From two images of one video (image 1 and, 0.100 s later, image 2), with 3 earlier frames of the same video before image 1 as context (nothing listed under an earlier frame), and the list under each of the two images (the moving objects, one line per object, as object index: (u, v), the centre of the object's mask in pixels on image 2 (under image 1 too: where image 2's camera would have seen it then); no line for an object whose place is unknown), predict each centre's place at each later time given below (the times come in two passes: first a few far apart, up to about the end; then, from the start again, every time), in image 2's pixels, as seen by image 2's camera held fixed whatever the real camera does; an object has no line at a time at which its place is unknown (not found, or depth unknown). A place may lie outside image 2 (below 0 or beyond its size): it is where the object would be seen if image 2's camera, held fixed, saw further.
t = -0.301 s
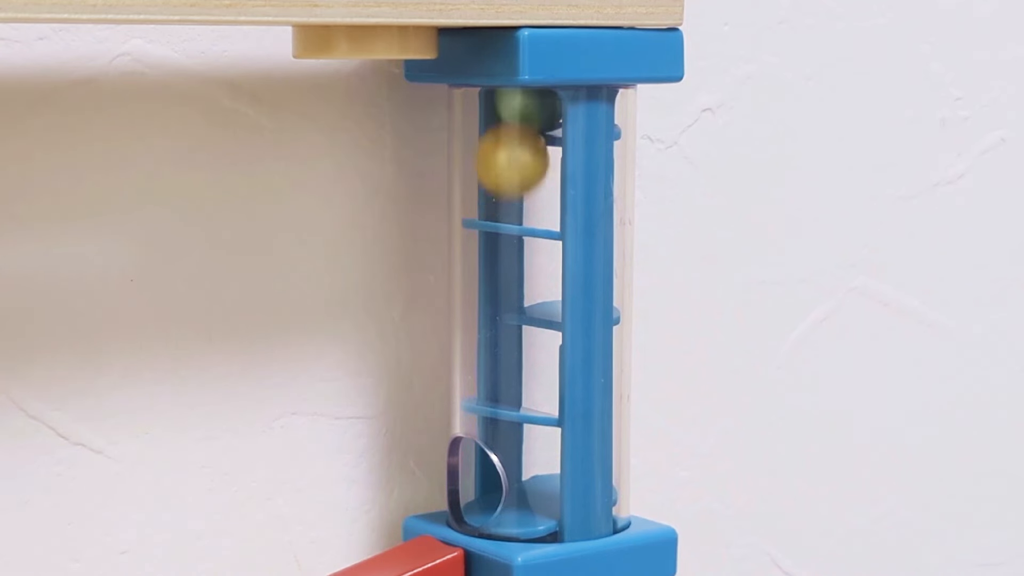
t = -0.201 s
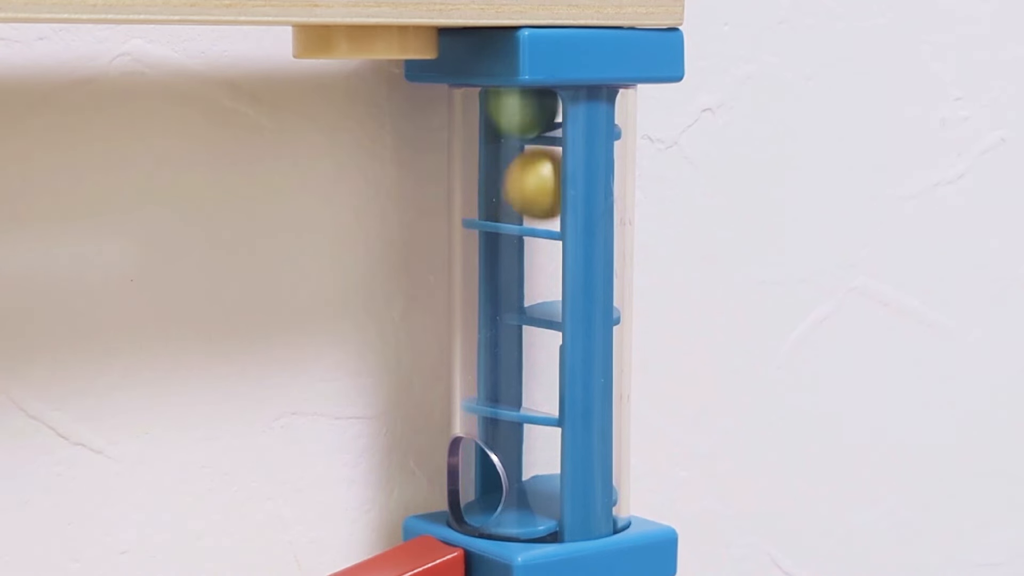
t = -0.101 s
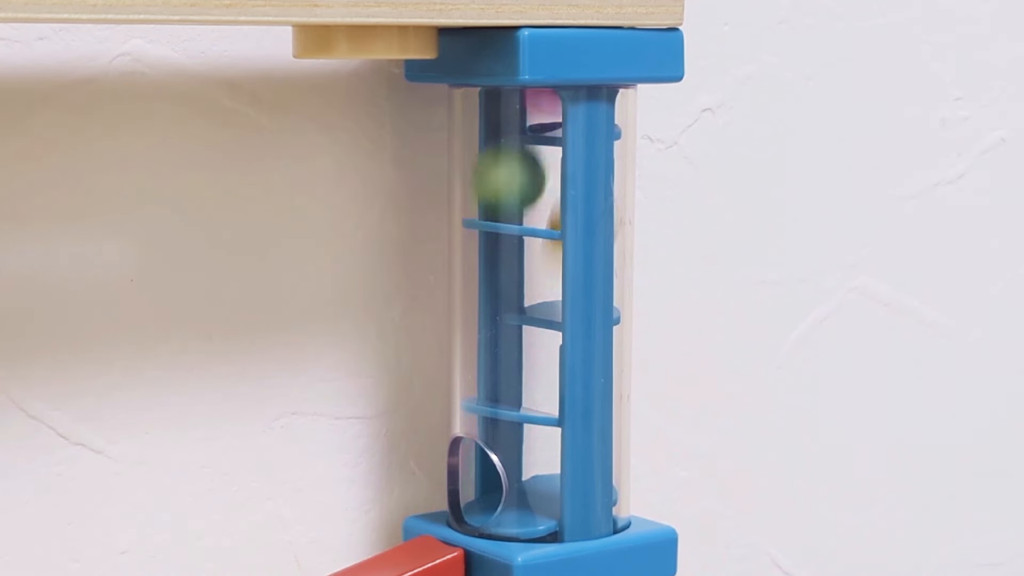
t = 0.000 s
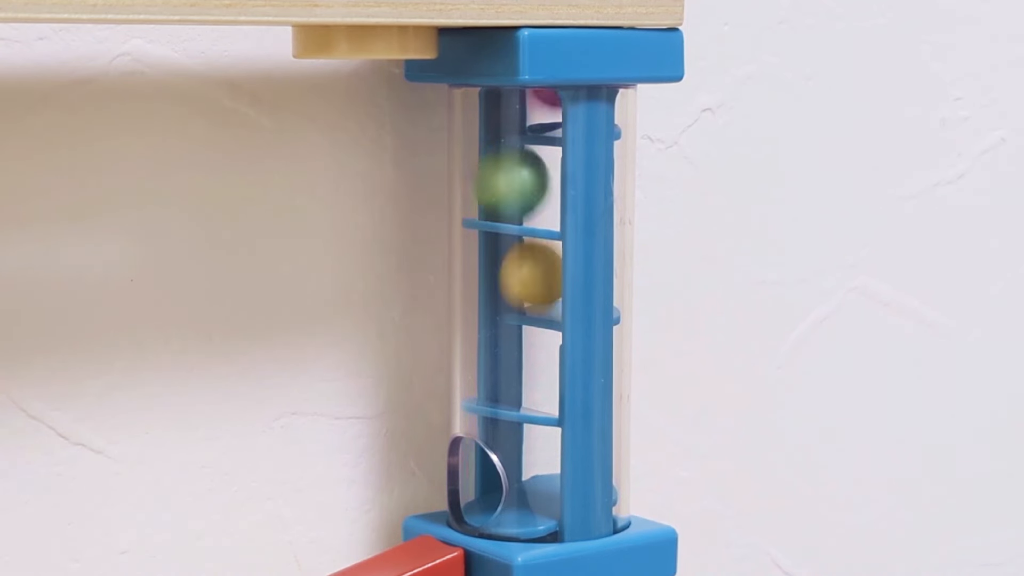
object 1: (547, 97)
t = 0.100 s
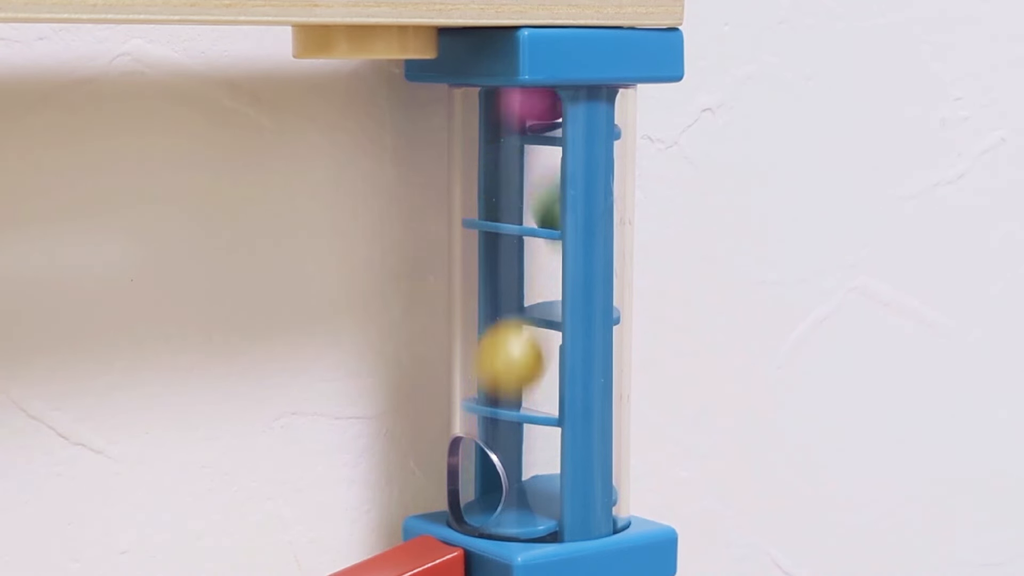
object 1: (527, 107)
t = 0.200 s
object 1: (498, 175)
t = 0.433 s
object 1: (550, 268)
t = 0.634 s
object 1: (504, 350)
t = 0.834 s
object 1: (551, 415)
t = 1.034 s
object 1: (500, 467)
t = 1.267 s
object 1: (422, 521)
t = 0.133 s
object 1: (504, 136)
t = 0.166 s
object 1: (508, 179)
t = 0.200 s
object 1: (498, 175)
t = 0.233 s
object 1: (506, 176)
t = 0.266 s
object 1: (519, 178)
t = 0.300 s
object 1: (532, 187)
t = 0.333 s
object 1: (545, 193)
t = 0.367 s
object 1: (556, 210)
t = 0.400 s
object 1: (547, 269)
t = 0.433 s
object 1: (550, 268)
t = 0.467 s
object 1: (546, 265)
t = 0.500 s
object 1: (538, 271)
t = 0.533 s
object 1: (527, 277)
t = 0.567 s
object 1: (508, 296)
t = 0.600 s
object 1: (500, 354)
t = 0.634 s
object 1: (504, 350)
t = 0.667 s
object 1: (511, 367)
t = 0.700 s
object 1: (529, 365)
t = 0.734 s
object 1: (544, 374)
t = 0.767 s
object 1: (553, 394)
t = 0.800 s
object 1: (548, 446)
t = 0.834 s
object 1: (551, 415)
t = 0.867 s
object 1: (549, 433)
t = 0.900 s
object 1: (542, 446)
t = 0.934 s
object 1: (537, 453)
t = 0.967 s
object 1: (530, 455)
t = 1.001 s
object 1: (515, 459)
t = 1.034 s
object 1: (500, 467)
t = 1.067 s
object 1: (499, 473)
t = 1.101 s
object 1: (499, 479)
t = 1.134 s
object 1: (490, 483)
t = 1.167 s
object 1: (475, 485)
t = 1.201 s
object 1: (461, 493)
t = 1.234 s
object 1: (445, 509)
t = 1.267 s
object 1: (422, 521)
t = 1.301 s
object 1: (392, 536)
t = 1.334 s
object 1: (347, 548)
